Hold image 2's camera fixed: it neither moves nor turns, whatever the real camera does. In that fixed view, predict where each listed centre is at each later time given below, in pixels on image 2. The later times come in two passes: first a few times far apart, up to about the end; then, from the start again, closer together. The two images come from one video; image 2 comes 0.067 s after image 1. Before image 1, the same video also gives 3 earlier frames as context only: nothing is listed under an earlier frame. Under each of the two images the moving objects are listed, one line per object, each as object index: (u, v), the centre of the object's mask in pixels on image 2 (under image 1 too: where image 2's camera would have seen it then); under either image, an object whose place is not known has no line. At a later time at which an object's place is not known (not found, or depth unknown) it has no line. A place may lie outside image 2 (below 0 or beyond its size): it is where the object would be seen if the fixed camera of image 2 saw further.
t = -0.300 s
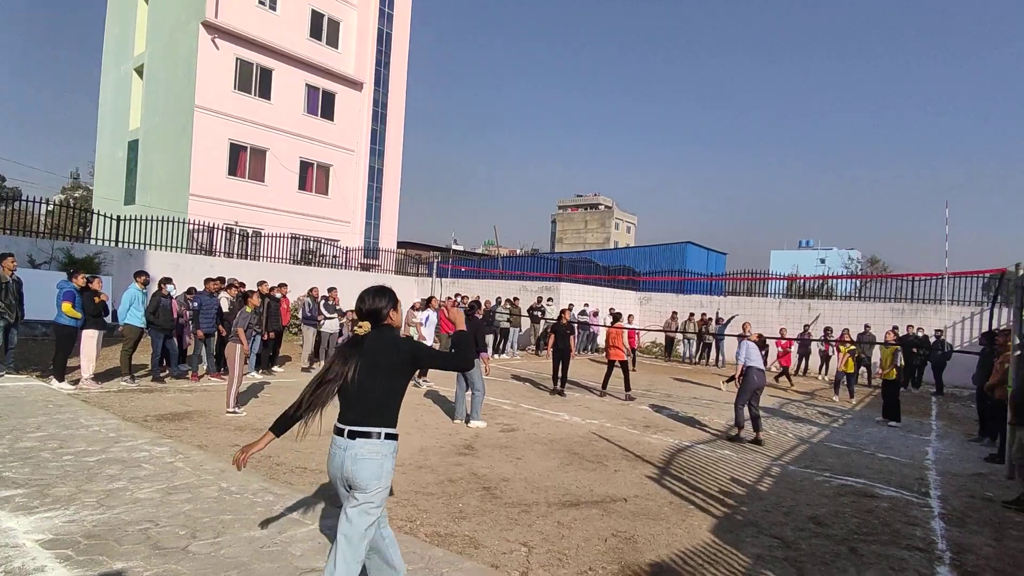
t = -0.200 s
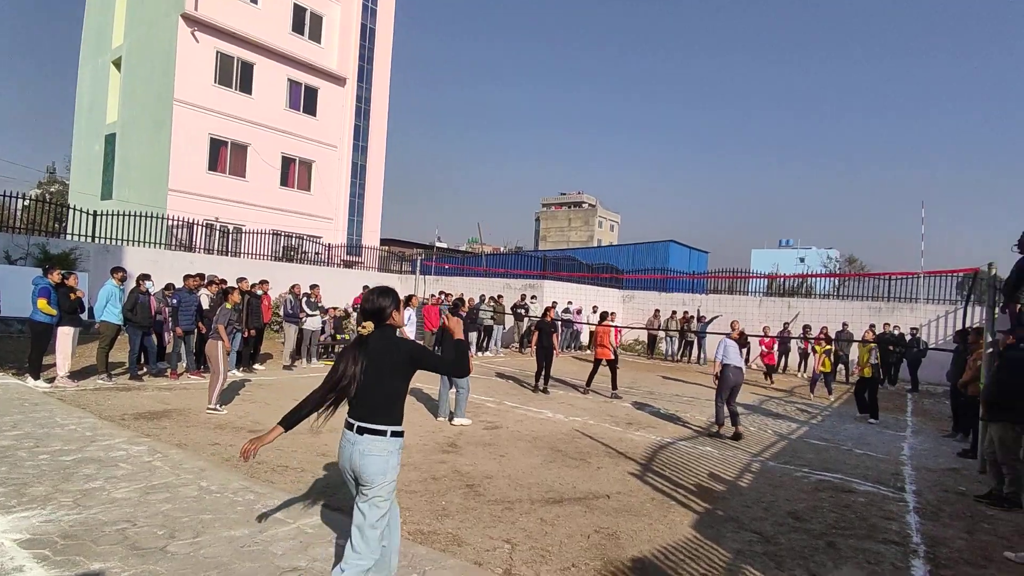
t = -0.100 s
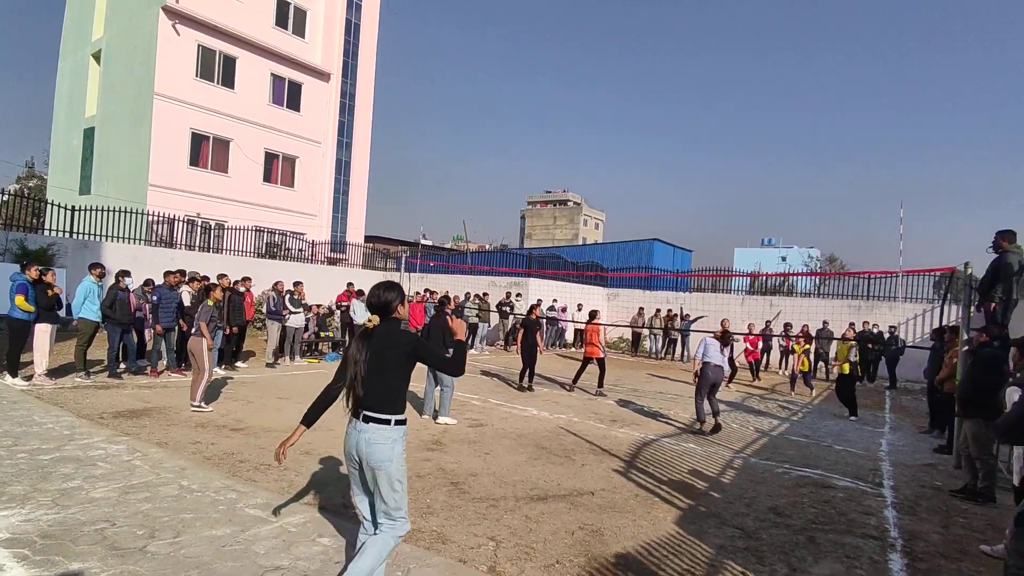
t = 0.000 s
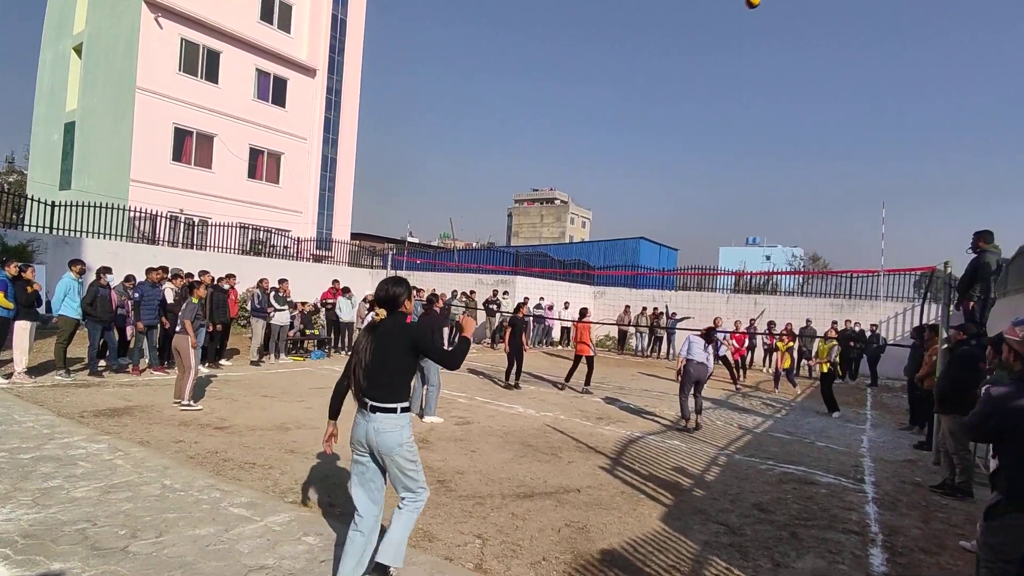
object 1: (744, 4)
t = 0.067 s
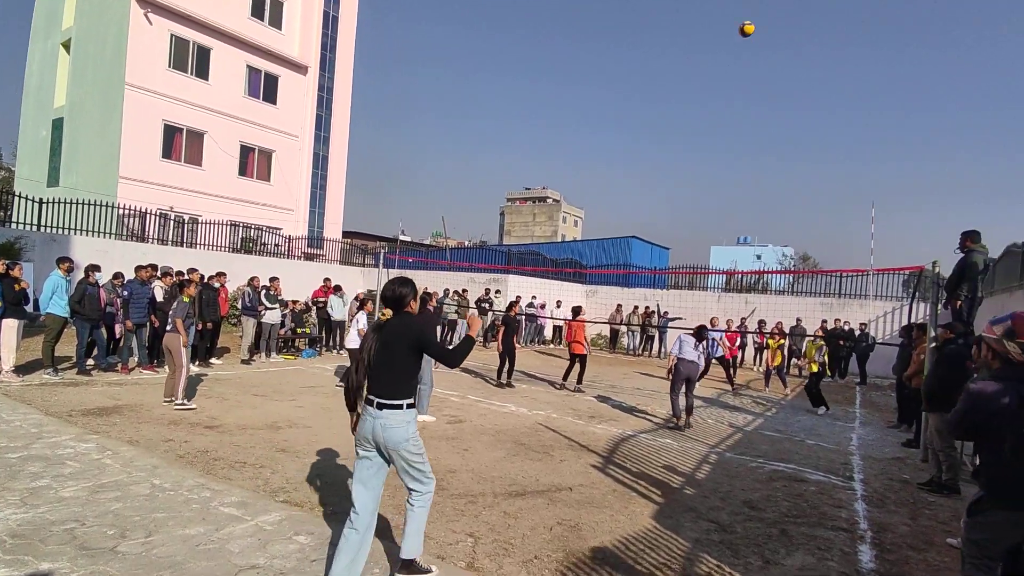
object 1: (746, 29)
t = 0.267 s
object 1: (749, 119)
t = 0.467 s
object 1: (748, 213)
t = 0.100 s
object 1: (747, 44)
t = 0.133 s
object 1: (748, 59)
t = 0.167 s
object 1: (748, 74)
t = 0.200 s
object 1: (748, 88)
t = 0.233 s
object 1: (749, 104)
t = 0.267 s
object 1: (749, 119)
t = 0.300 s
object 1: (749, 134)
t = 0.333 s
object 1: (749, 150)
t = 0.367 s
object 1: (749, 165)
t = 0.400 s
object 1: (748, 181)
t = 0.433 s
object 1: (748, 197)
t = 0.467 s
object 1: (748, 213)
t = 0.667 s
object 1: (743, 308)
